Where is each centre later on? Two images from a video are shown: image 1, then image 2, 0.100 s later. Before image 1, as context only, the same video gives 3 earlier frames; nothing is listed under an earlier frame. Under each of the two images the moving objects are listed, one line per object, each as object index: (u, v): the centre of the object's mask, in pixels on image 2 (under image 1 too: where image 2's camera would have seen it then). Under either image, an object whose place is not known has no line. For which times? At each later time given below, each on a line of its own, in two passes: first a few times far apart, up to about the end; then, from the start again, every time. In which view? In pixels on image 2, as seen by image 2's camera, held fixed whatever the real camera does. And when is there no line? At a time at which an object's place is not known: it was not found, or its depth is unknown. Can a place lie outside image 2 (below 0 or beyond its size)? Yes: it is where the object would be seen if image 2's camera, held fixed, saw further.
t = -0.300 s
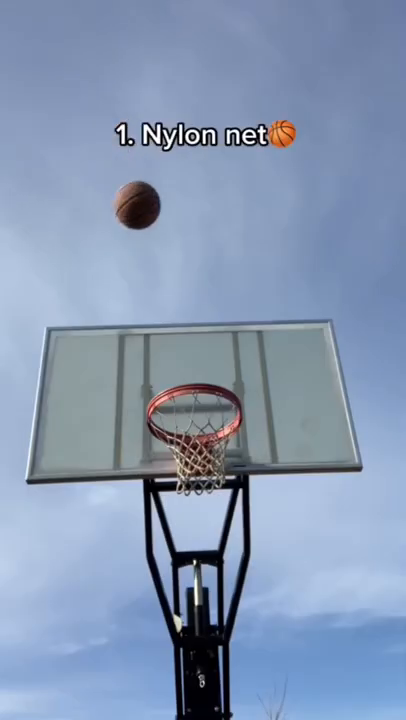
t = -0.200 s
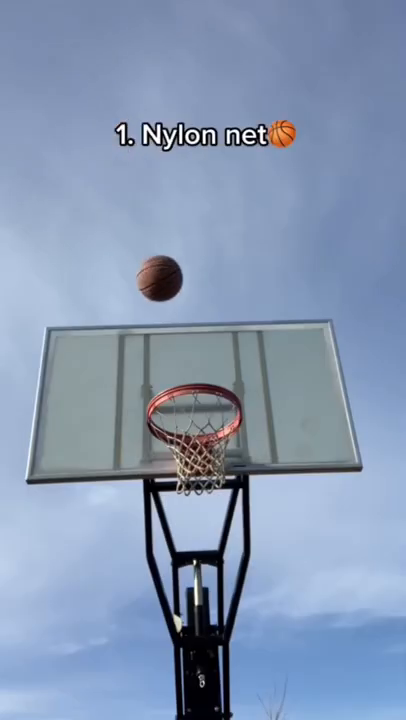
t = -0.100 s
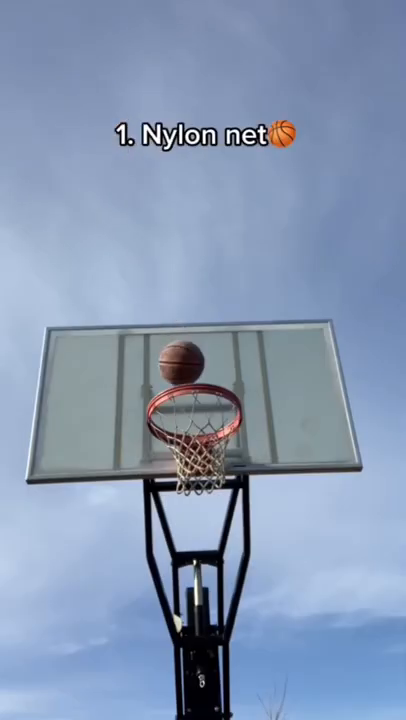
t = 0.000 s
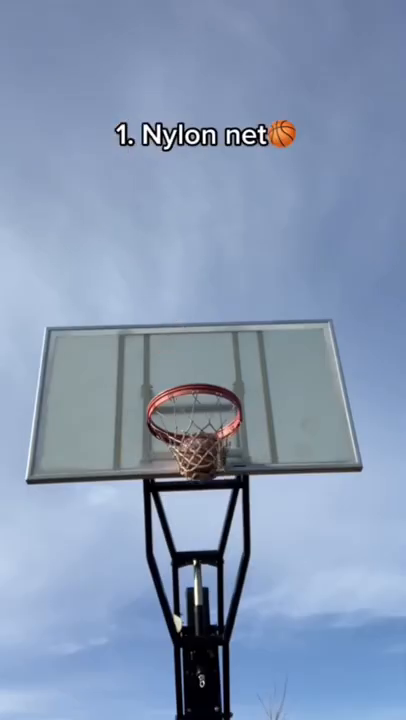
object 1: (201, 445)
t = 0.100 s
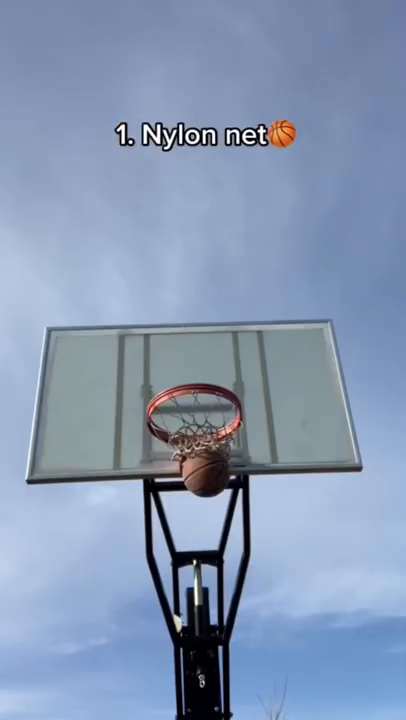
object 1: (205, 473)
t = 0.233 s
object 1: (212, 523)
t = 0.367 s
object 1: (221, 620)
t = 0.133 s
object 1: (207, 481)
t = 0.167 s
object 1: (208, 493)
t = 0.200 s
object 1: (210, 507)
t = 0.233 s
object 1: (212, 523)
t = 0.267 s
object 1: (214, 543)
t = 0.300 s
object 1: (216, 564)
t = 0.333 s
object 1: (218, 590)
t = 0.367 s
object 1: (221, 620)
